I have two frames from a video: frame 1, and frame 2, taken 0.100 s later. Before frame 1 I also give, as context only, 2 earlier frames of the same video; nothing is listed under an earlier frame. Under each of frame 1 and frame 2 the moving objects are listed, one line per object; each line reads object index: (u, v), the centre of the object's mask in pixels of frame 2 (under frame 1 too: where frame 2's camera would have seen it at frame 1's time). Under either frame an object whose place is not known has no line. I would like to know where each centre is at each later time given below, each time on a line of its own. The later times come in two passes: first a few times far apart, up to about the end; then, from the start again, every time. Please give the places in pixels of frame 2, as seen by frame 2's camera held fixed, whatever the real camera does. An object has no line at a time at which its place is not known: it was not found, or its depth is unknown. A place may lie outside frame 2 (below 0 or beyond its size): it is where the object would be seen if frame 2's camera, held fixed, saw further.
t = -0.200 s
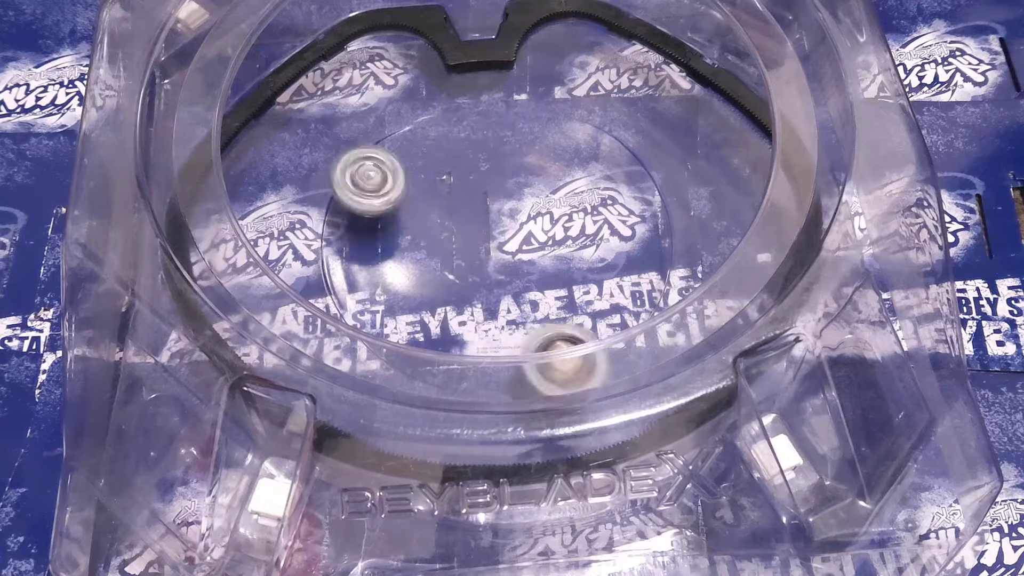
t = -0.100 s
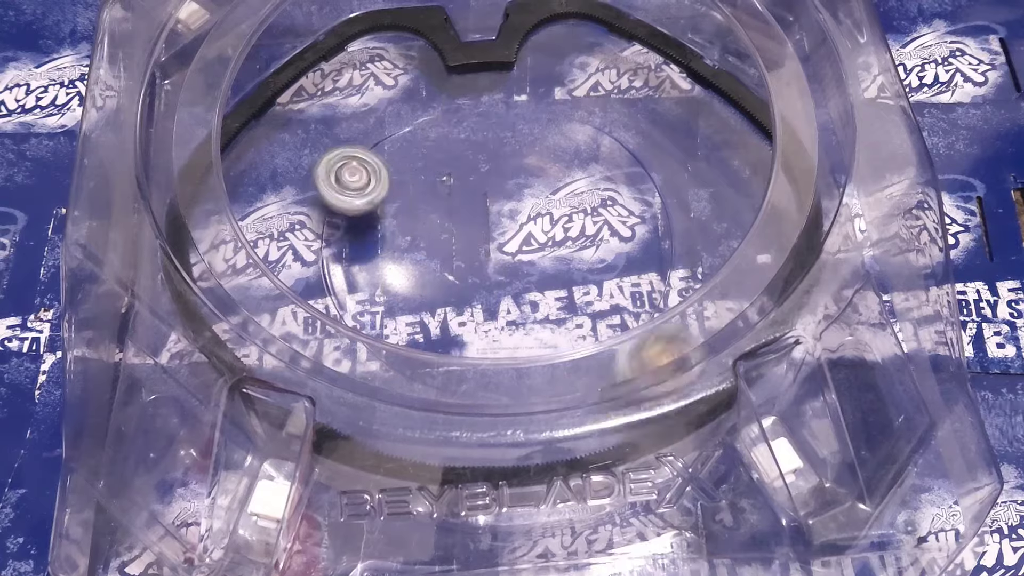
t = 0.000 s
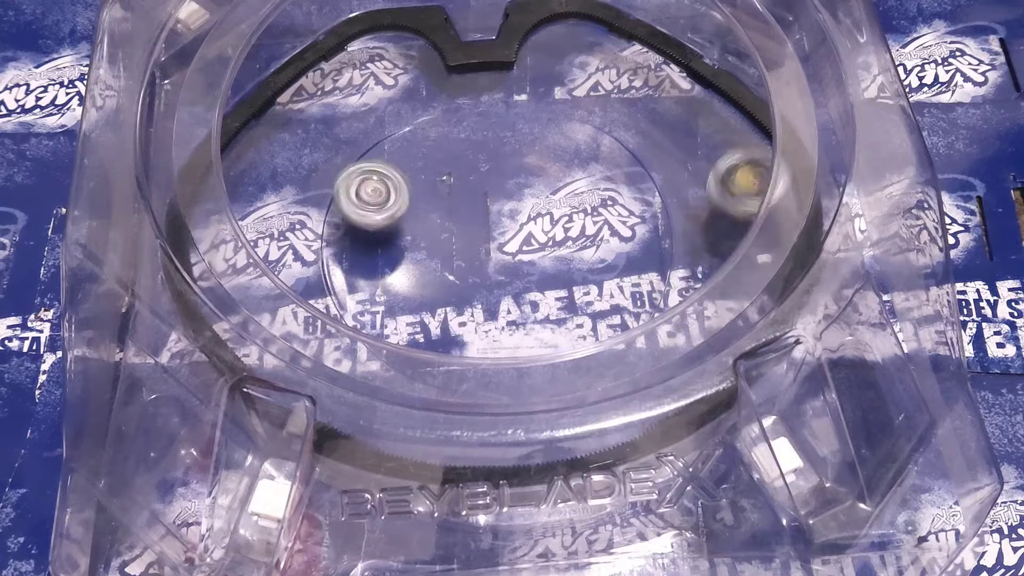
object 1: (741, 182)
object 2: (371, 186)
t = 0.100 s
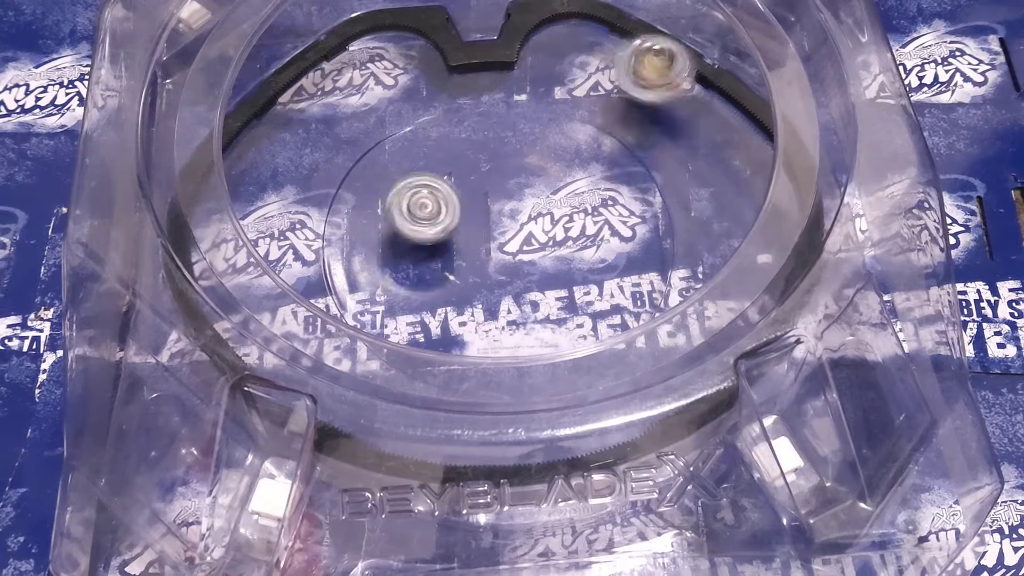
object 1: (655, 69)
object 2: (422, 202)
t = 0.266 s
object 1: (583, 78)
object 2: (515, 195)
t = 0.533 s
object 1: (669, 248)
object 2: (555, 174)
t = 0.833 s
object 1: (580, 412)
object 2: (487, 83)
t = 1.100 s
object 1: (506, 356)
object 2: (400, 56)
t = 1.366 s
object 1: (439, 220)
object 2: (434, 87)
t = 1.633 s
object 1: (326, 205)
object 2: (610, 135)
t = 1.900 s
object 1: (413, 230)
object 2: (617, 298)
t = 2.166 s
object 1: (562, 180)
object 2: (552, 331)
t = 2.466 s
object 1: (614, 176)
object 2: (463, 238)
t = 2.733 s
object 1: (539, 295)
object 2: (401, 168)
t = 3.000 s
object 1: (459, 342)
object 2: (462, 188)
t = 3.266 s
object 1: (335, 291)
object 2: (538, 192)
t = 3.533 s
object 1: (292, 139)
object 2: (507, 201)
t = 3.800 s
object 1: (412, 32)
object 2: (517, 204)
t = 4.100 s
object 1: (447, 172)
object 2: (526, 221)
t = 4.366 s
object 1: (436, 269)
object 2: (571, 287)
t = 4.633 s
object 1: (417, 324)
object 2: (554, 285)
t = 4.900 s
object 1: (468, 226)
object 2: (549, 285)
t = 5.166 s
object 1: (521, 127)
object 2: (548, 284)
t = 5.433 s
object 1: (576, 110)
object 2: (549, 286)
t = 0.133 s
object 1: (586, 45)
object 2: (443, 203)
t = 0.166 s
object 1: (525, 26)
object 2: (463, 202)
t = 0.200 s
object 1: (536, 29)
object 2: (480, 201)
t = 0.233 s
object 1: (560, 50)
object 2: (498, 198)
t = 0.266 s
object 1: (583, 78)
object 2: (515, 195)
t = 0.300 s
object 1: (600, 96)
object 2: (531, 191)
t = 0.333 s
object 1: (617, 124)
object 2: (545, 186)
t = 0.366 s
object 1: (627, 146)
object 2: (558, 182)
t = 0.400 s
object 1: (644, 170)
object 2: (559, 179)
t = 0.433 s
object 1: (659, 193)
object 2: (557, 178)
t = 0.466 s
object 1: (669, 213)
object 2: (557, 177)
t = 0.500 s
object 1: (674, 232)
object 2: (556, 176)
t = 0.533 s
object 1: (669, 248)
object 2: (555, 174)
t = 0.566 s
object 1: (660, 260)
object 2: (552, 174)
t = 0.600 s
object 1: (647, 271)
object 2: (549, 176)
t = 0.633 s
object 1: (632, 276)
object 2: (544, 180)
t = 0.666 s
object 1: (616, 279)
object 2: (539, 186)
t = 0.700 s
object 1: (600, 278)
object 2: (534, 193)
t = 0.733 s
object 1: (585, 274)
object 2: (530, 208)
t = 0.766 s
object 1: (574, 281)
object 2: (525, 204)
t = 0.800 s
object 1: (583, 353)
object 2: (506, 141)
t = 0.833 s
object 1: (580, 412)
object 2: (487, 83)
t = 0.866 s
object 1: (576, 426)
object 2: (468, 39)
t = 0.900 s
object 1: (568, 417)
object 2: (461, 34)
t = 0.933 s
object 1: (557, 409)
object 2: (451, 33)
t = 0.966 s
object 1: (544, 412)
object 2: (443, 41)
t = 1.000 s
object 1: (534, 399)
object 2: (430, 43)
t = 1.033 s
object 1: (525, 373)
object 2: (418, 47)
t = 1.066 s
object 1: (515, 369)
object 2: (408, 52)
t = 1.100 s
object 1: (506, 356)
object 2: (400, 56)
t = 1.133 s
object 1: (497, 334)
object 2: (395, 60)
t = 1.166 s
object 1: (485, 327)
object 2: (392, 64)
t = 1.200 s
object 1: (473, 315)
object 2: (392, 67)
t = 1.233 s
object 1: (465, 294)
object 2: (396, 70)
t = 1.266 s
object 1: (456, 282)
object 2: (401, 74)
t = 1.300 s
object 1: (450, 258)
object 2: (410, 77)
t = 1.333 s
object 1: (445, 242)
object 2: (421, 81)
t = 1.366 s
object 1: (439, 220)
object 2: (434, 87)
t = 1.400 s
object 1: (433, 205)
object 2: (444, 96)
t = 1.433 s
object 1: (428, 188)
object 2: (454, 107)
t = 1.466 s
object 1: (419, 176)
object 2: (467, 123)
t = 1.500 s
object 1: (391, 170)
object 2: (499, 112)
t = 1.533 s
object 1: (366, 174)
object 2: (531, 113)
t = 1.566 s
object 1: (348, 184)
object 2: (554, 124)
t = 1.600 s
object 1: (328, 204)
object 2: (584, 129)
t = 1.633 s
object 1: (326, 205)
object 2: (610, 135)
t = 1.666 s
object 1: (328, 213)
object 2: (628, 152)
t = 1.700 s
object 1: (332, 216)
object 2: (633, 178)
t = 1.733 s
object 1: (338, 219)
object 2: (636, 200)
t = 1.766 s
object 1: (347, 229)
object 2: (636, 223)
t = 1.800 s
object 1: (359, 226)
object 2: (633, 245)
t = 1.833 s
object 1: (375, 232)
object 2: (630, 262)
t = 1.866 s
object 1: (392, 229)
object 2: (623, 285)
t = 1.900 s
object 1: (413, 230)
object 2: (617, 298)
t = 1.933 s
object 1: (432, 227)
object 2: (609, 306)
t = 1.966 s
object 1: (453, 224)
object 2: (600, 316)
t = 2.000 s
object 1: (474, 218)
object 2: (591, 319)
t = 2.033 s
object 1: (495, 213)
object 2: (582, 324)
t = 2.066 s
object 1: (514, 205)
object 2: (576, 328)
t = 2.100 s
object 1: (531, 196)
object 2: (569, 330)
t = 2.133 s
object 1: (547, 187)
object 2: (563, 330)
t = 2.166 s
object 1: (562, 180)
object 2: (552, 331)
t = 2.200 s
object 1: (574, 172)
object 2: (543, 329)
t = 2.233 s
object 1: (587, 163)
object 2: (537, 318)
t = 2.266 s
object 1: (596, 156)
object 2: (530, 313)
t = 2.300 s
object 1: (606, 152)
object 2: (521, 305)
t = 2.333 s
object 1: (616, 148)
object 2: (510, 291)
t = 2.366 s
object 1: (623, 147)
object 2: (496, 279)
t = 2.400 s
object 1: (624, 153)
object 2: (486, 268)
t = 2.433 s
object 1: (620, 163)
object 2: (475, 255)
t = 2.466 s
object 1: (614, 176)
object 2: (463, 238)
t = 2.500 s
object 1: (608, 188)
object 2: (452, 227)
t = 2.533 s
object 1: (600, 203)
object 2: (439, 211)
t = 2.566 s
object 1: (591, 219)
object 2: (430, 199)
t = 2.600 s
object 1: (582, 233)
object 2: (421, 188)
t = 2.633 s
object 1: (572, 250)
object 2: (413, 180)
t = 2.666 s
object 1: (561, 267)
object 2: (407, 175)
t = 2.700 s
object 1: (549, 282)
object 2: (403, 170)
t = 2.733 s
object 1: (539, 295)
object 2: (401, 168)
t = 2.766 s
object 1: (527, 308)
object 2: (406, 166)
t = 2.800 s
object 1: (515, 321)
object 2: (408, 169)
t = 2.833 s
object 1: (506, 329)
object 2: (416, 172)
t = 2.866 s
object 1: (497, 335)
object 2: (425, 174)
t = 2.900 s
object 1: (487, 339)
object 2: (434, 176)
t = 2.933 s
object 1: (480, 342)
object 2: (441, 178)
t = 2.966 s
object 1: (470, 343)
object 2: (451, 183)
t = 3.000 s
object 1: (459, 342)
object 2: (462, 188)
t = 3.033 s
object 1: (449, 340)
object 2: (476, 193)
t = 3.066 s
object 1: (433, 339)
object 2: (487, 196)
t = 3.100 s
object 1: (417, 335)
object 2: (499, 197)
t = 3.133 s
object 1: (398, 328)
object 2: (510, 198)
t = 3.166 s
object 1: (386, 323)
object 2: (521, 197)
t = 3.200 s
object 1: (367, 314)
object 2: (530, 196)
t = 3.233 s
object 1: (351, 304)
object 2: (537, 193)
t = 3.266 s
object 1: (335, 291)
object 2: (538, 192)
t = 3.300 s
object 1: (320, 277)
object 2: (537, 191)
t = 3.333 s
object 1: (306, 261)
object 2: (534, 194)
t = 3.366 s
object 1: (295, 242)
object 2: (530, 197)
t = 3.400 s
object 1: (288, 222)
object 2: (523, 200)
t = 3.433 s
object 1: (284, 201)
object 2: (518, 202)
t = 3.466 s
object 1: (284, 180)
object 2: (512, 202)
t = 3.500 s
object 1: (287, 159)
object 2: (508, 202)
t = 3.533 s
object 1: (292, 139)
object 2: (507, 201)
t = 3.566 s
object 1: (300, 119)
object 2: (508, 202)
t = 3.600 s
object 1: (310, 101)
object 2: (511, 203)
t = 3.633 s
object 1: (321, 88)
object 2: (514, 203)
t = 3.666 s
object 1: (336, 73)
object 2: (518, 203)
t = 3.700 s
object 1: (353, 60)
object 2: (520, 201)
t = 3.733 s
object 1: (373, 48)
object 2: (520, 202)
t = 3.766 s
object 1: (393, 39)
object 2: (519, 203)
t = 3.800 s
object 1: (412, 32)
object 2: (517, 204)
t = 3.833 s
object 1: (421, 38)
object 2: (513, 204)
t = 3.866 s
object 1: (425, 55)
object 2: (511, 204)
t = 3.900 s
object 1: (426, 72)
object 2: (510, 204)
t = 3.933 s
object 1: (427, 87)
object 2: (511, 204)
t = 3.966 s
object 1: (430, 105)
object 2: (512, 205)
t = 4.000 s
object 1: (436, 125)
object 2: (515, 205)
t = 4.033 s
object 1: (443, 146)
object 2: (516, 204)
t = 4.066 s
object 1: (453, 169)
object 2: (514, 204)
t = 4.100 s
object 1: (447, 172)
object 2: (526, 221)
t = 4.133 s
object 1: (444, 177)
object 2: (540, 240)
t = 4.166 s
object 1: (442, 186)
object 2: (550, 255)
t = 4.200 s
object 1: (443, 198)
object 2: (555, 268)
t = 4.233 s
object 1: (444, 211)
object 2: (559, 277)
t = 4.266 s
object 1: (444, 226)
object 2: (563, 283)
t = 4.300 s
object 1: (443, 239)
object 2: (564, 286)
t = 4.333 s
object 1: (440, 254)
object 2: (570, 287)
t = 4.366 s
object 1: (436, 269)
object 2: (571, 287)
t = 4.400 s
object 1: (431, 283)
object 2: (573, 287)
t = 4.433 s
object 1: (425, 296)
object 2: (572, 288)
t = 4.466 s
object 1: (420, 306)
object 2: (569, 286)
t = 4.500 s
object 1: (413, 317)
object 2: (567, 285)
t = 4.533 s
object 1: (410, 322)
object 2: (565, 284)
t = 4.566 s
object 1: (403, 332)
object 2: (562, 285)
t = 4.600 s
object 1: (409, 328)
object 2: (560, 284)
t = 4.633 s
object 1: (417, 324)
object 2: (554, 285)
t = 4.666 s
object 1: (422, 316)
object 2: (550, 285)
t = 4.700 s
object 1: (433, 306)
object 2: (547, 285)
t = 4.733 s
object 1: (442, 295)
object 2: (546, 286)
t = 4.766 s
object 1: (449, 282)
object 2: (545, 286)
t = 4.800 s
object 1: (456, 269)
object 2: (545, 286)
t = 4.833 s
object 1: (462, 255)
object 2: (546, 286)
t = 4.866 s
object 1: (465, 240)
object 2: (547, 285)
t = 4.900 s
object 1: (468, 226)
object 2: (549, 285)
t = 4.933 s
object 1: (470, 213)
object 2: (552, 284)
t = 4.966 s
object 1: (475, 199)
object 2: (555, 283)
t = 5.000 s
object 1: (478, 188)
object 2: (557, 283)
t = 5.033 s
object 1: (485, 174)
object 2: (557, 283)
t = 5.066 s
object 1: (493, 161)
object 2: (556, 283)
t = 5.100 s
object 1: (502, 149)
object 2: (553, 284)
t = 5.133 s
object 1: (511, 137)
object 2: (550, 284)
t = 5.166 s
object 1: (521, 127)
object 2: (548, 284)
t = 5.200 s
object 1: (532, 118)
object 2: (548, 284)
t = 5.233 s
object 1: (543, 110)
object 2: (551, 283)
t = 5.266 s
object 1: (555, 104)
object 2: (553, 283)
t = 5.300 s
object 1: (564, 99)
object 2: (554, 283)
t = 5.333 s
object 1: (570, 98)
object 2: (554, 283)
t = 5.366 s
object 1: (575, 101)
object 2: (553, 283)
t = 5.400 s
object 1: (578, 104)
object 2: (551, 285)
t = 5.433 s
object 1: (576, 110)
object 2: (549, 286)
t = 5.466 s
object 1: (571, 119)
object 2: (549, 286)
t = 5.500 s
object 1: (569, 131)
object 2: (550, 286)
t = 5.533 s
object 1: (567, 145)
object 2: (551, 285)
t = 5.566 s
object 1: (565, 160)
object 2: (550, 284)
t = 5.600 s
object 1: (562, 177)
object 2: (549, 282)
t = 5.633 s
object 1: (559, 192)
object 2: (547, 280)
